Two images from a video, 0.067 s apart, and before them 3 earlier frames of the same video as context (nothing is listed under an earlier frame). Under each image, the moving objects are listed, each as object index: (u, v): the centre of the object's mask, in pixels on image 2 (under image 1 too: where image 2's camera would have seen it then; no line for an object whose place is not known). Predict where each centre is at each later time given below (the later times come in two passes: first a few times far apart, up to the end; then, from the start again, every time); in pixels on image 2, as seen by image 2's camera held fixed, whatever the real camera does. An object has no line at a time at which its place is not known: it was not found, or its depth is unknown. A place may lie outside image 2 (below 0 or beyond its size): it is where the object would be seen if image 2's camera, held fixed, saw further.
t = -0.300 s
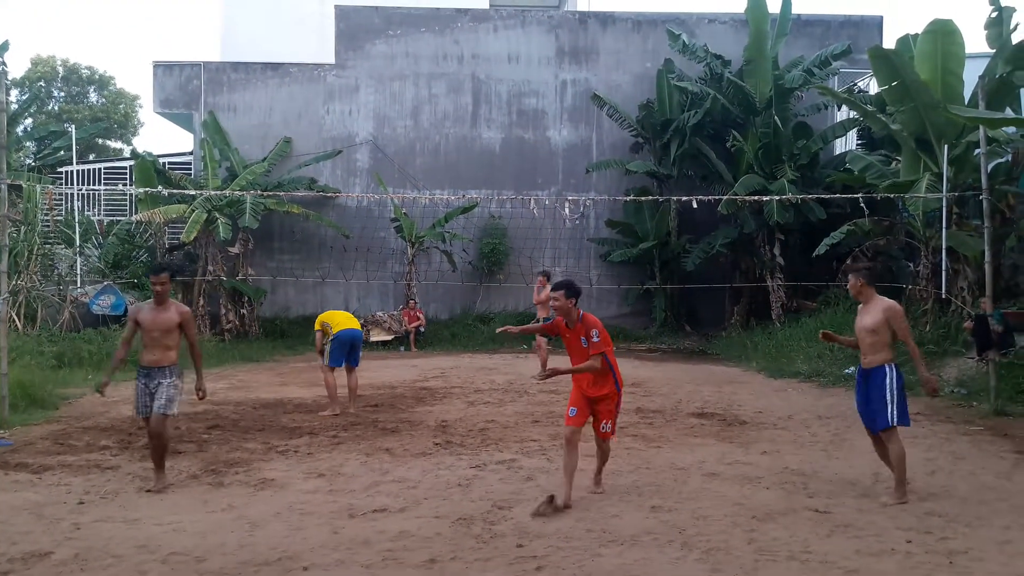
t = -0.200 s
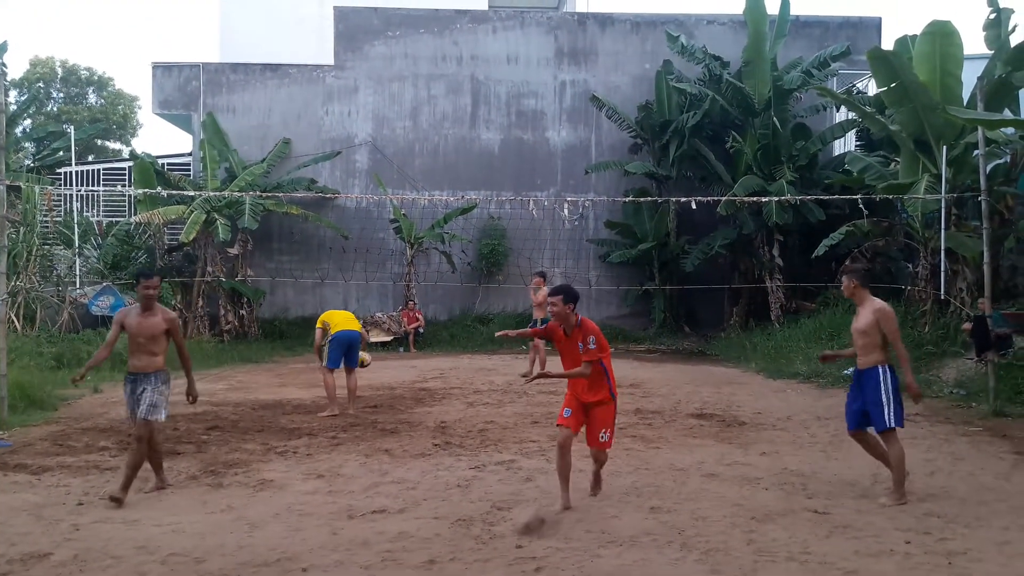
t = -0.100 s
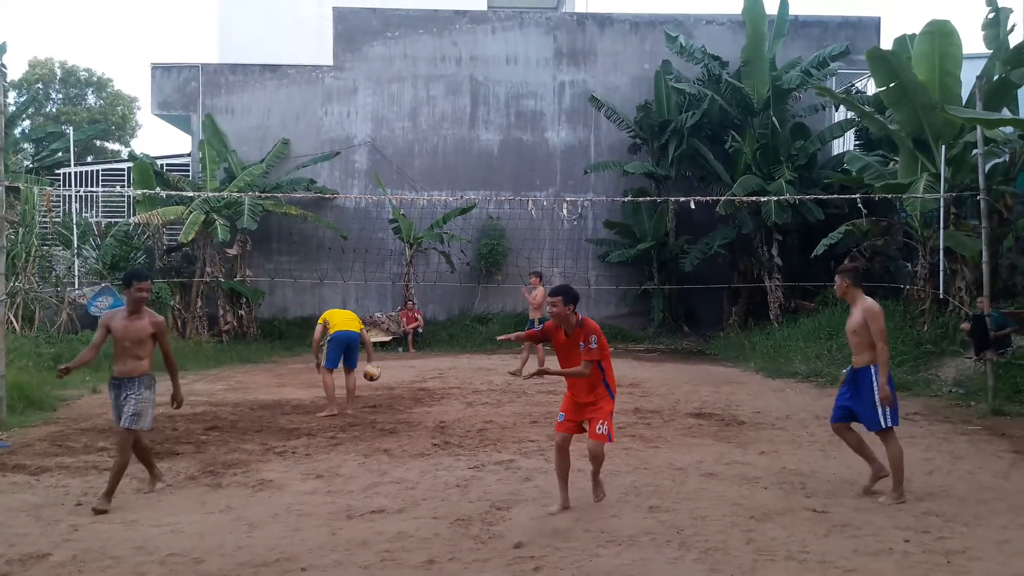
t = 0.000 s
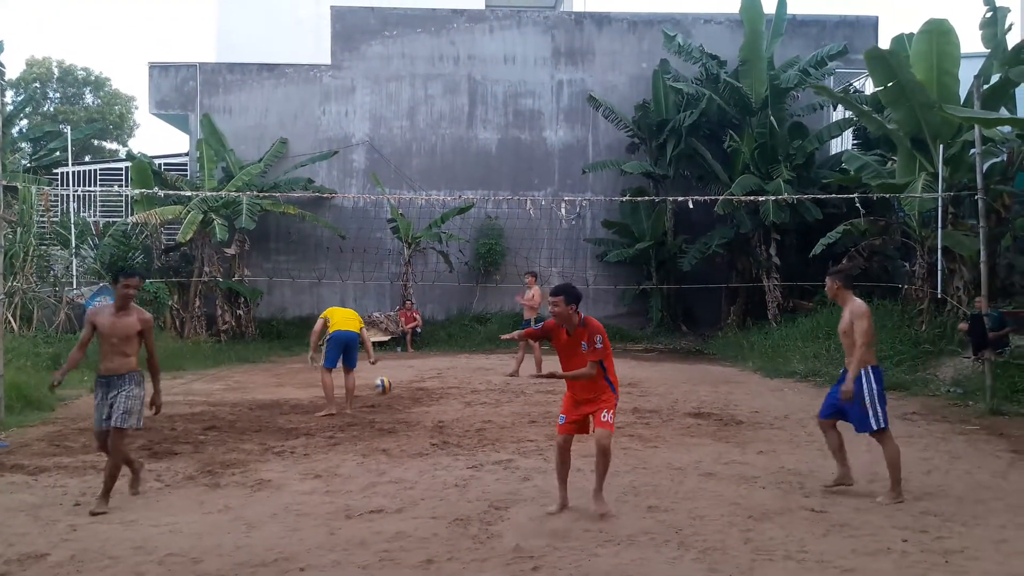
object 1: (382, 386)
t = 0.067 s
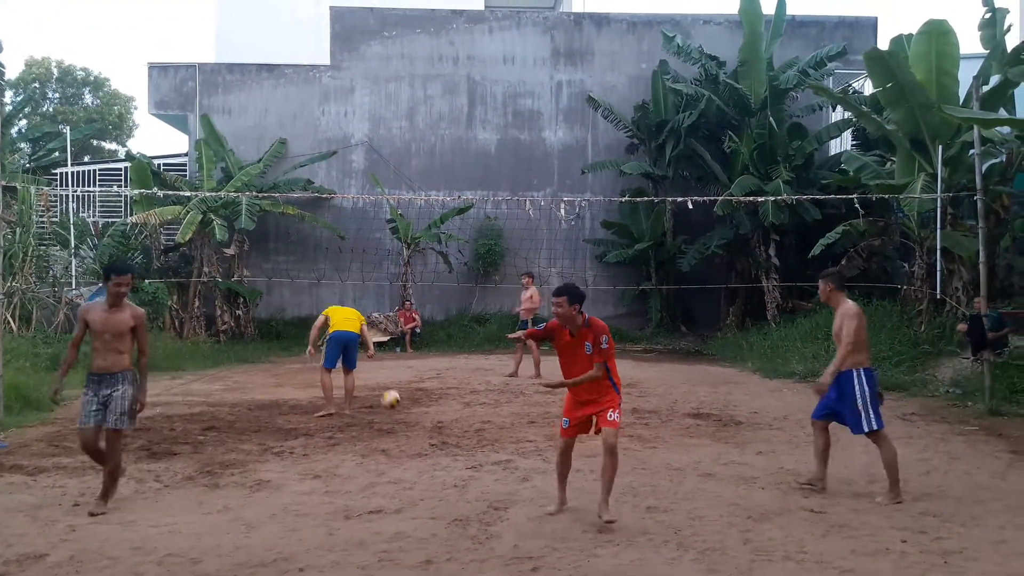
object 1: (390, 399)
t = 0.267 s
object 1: (412, 413)
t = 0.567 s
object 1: (443, 434)
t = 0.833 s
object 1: (473, 449)
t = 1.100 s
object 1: (506, 457)
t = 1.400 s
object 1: (549, 478)
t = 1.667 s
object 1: (593, 506)
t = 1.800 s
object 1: (620, 522)
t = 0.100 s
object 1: (395, 406)
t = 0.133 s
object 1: (400, 415)
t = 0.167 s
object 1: (402, 415)
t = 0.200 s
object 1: (406, 413)
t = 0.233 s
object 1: (409, 412)
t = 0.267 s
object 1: (412, 413)
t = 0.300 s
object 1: (415, 415)
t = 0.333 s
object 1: (419, 418)
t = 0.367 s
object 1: (422, 423)
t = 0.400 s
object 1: (425, 429)
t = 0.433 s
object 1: (430, 431)
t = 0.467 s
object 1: (434, 433)
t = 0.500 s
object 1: (437, 434)
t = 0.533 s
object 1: (440, 433)
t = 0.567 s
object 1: (443, 434)
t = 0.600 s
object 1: (446, 434)
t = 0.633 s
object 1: (451, 436)
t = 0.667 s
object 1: (454, 441)
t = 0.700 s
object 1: (459, 444)
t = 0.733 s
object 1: (462, 443)
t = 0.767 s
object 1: (465, 446)
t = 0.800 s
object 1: (469, 449)
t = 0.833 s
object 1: (473, 449)
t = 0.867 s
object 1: (477, 447)
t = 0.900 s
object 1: (481, 448)
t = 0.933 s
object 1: (485, 450)
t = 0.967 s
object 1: (490, 454)
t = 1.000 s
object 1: (494, 459)
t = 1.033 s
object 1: (498, 464)
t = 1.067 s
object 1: (503, 460)
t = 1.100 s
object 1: (506, 457)
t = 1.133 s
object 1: (511, 455)
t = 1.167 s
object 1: (515, 456)
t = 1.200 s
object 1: (519, 457)
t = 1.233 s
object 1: (524, 461)
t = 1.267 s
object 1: (529, 466)
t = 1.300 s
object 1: (535, 472)
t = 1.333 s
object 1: (540, 480)
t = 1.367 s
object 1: (544, 479)
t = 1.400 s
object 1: (549, 478)
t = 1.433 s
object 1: (554, 479)
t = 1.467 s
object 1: (559, 482)
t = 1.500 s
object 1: (565, 487)
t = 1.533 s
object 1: (570, 494)
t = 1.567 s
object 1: (576, 498)
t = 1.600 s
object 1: (582, 499)
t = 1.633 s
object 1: (587, 502)
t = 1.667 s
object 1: (593, 506)
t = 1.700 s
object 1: (600, 510)
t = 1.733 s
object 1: (607, 514)
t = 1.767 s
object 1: (613, 517)
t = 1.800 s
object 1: (620, 522)
